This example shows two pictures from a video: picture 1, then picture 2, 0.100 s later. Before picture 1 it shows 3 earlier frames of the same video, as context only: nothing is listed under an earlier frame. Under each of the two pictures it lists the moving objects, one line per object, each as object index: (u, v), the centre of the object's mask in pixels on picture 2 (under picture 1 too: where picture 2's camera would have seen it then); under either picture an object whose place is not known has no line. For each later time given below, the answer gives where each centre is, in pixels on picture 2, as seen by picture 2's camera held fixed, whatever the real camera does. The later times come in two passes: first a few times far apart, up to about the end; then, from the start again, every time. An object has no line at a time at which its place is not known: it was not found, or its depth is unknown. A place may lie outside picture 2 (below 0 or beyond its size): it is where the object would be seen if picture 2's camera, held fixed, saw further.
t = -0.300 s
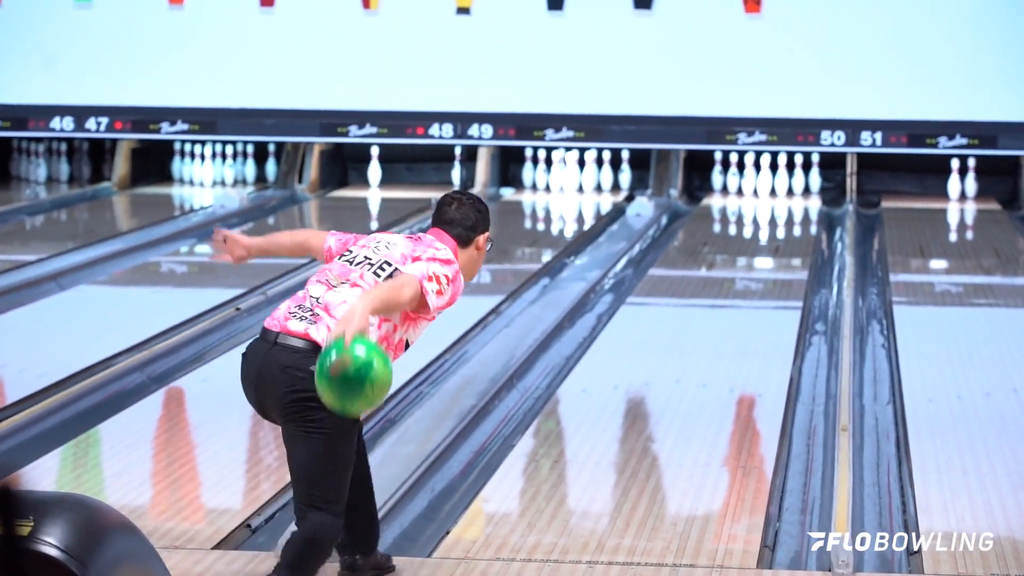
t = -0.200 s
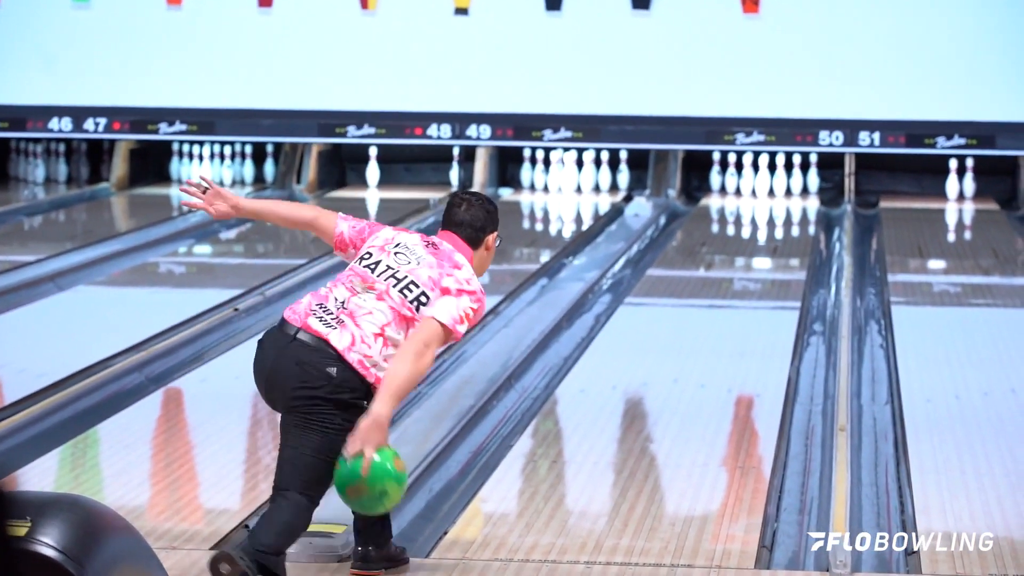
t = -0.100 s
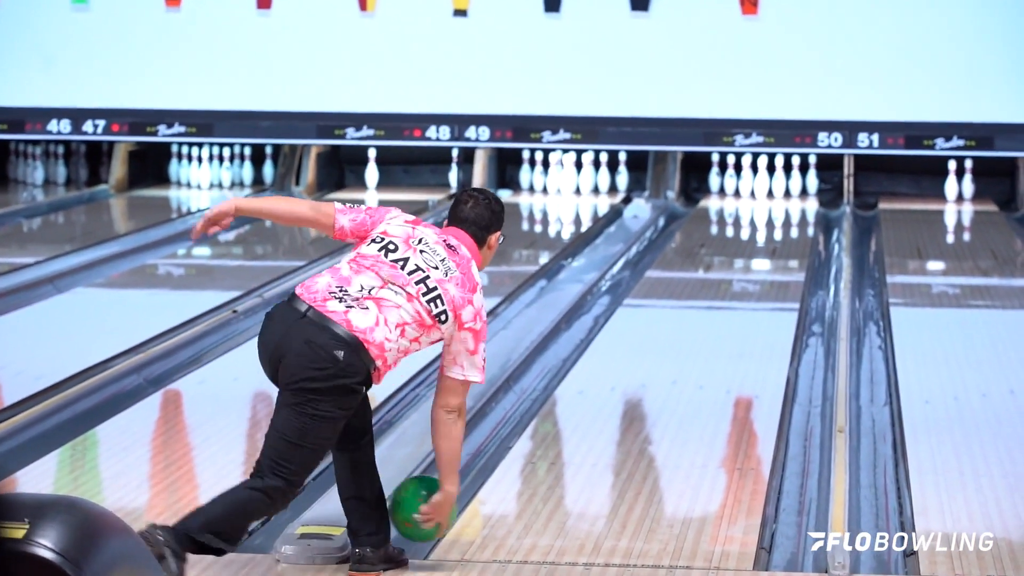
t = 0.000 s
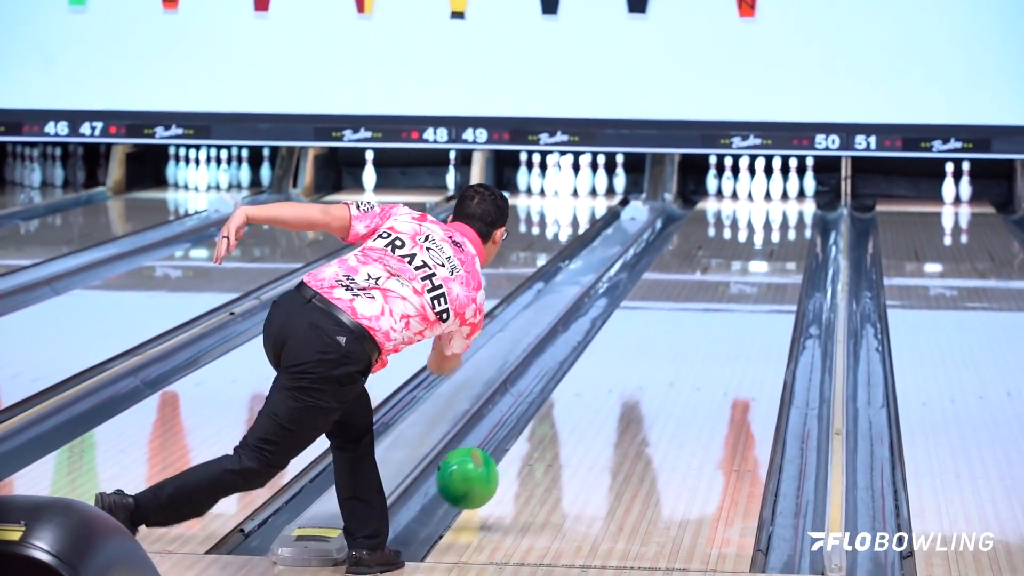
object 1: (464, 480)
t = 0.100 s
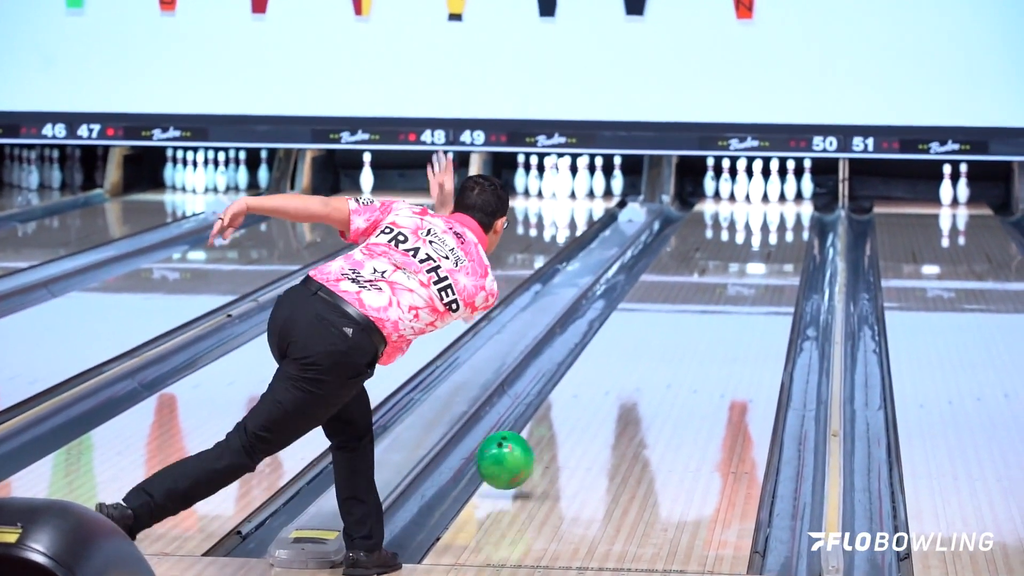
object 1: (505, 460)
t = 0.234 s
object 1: (551, 433)
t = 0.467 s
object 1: (615, 380)
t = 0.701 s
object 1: (663, 339)
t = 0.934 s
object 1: (701, 306)
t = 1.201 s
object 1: (734, 277)
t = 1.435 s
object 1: (756, 256)
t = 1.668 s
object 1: (774, 238)
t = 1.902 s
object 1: (780, 222)
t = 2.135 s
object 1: (778, 209)
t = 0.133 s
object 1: (517, 460)
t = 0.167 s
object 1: (529, 449)
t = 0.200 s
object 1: (540, 440)
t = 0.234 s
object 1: (551, 433)
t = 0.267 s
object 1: (561, 424)
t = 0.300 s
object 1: (571, 416)
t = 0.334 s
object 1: (581, 408)
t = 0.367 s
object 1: (590, 400)
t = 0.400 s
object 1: (598, 393)
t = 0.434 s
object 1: (607, 386)
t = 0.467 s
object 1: (615, 380)
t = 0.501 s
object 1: (623, 373)
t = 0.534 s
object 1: (630, 367)
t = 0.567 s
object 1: (637, 361)
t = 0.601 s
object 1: (644, 355)
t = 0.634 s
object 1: (651, 350)
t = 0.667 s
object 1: (657, 345)
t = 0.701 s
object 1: (663, 339)
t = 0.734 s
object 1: (669, 334)
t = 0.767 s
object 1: (675, 329)
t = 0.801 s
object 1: (681, 324)
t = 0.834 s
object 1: (686, 319)
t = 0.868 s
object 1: (691, 315)
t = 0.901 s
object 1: (696, 310)
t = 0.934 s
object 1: (701, 306)
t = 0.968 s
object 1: (706, 302)
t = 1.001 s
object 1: (710, 298)
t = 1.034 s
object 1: (714, 294)
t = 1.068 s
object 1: (718, 291)
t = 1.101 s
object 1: (722, 287)
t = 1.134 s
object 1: (726, 284)
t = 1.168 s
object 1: (730, 280)
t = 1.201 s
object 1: (734, 277)
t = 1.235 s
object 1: (737, 274)
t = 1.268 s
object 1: (741, 270)
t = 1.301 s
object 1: (744, 267)
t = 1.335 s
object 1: (747, 264)
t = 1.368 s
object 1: (750, 262)
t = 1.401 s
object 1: (754, 259)
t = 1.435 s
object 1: (756, 256)
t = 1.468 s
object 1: (759, 253)
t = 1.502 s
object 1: (762, 250)
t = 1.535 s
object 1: (765, 248)
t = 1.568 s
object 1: (767, 245)
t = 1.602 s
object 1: (769, 243)
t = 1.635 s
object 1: (771, 240)
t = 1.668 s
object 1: (774, 238)
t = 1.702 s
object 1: (775, 235)
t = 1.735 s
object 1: (776, 233)
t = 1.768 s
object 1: (777, 230)
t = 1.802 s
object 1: (779, 228)
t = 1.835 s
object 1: (780, 226)
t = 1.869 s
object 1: (780, 224)
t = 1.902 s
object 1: (780, 222)
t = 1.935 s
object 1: (781, 220)
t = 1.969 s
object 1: (781, 218)
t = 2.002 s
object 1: (780, 216)
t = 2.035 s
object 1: (780, 214)
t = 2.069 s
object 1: (780, 212)
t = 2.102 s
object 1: (779, 210)
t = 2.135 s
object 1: (778, 209)
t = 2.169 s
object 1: (777, 207)
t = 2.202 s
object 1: (776, 205)
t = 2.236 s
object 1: (774, 204)
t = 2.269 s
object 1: (773, 202)
